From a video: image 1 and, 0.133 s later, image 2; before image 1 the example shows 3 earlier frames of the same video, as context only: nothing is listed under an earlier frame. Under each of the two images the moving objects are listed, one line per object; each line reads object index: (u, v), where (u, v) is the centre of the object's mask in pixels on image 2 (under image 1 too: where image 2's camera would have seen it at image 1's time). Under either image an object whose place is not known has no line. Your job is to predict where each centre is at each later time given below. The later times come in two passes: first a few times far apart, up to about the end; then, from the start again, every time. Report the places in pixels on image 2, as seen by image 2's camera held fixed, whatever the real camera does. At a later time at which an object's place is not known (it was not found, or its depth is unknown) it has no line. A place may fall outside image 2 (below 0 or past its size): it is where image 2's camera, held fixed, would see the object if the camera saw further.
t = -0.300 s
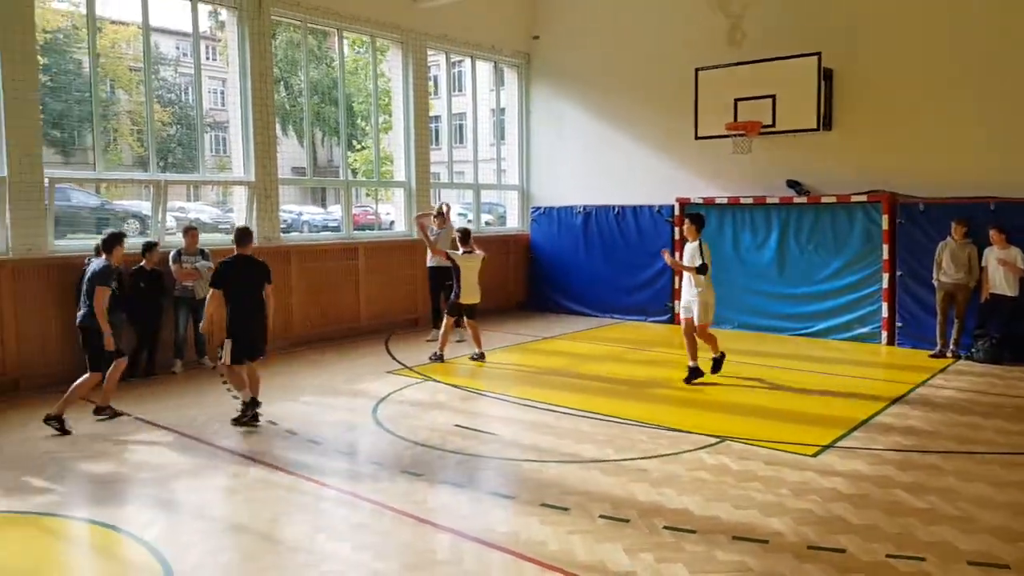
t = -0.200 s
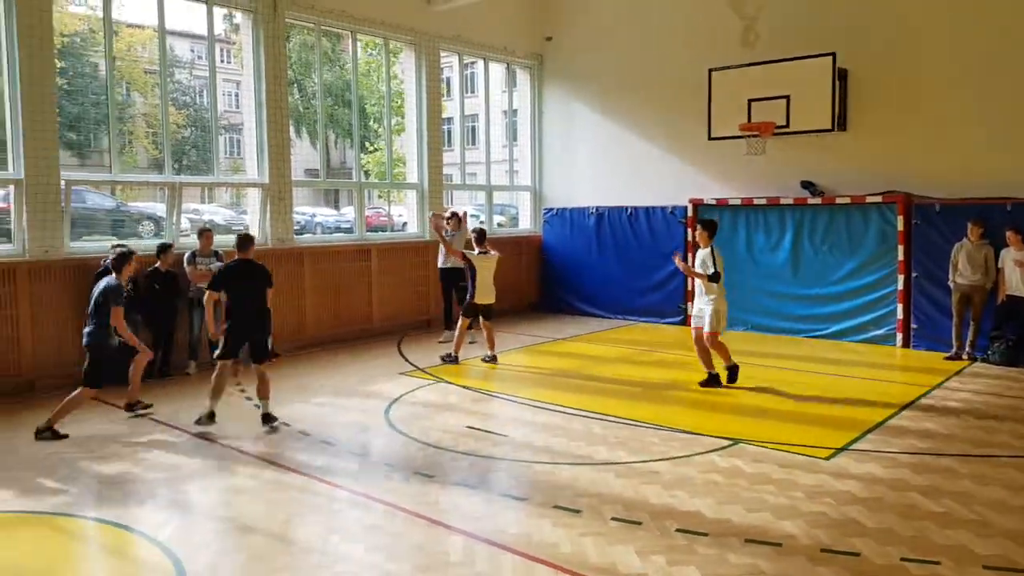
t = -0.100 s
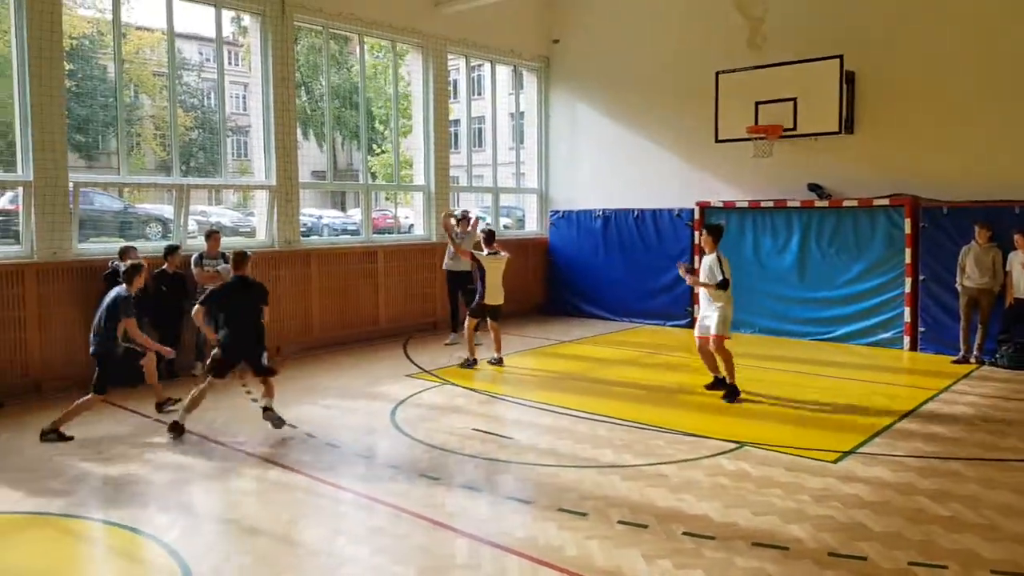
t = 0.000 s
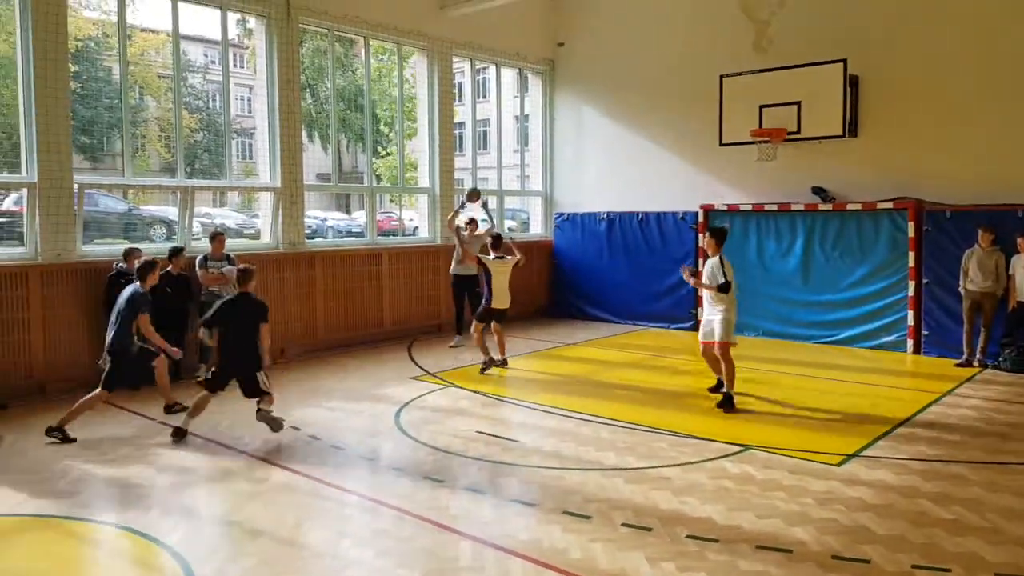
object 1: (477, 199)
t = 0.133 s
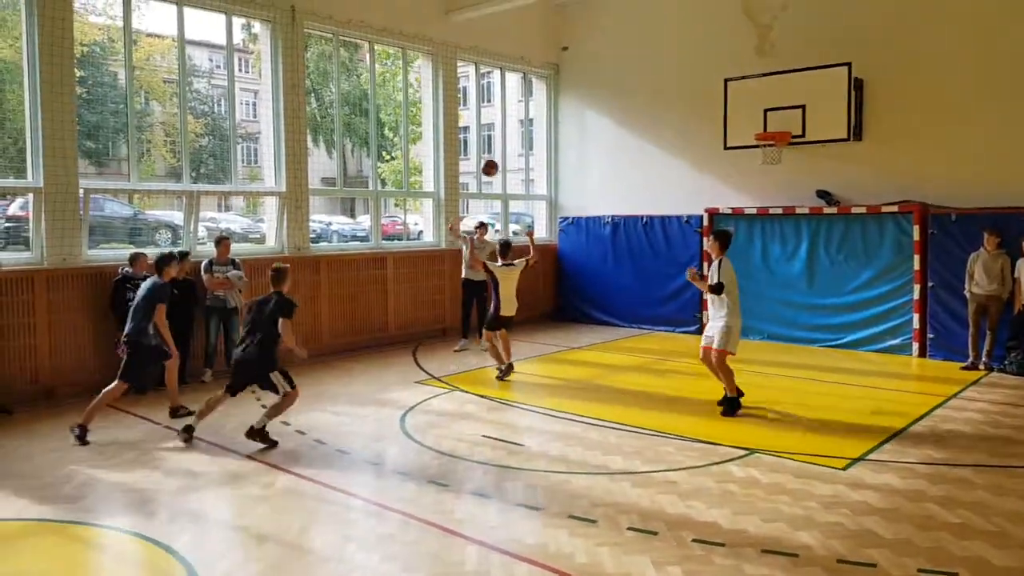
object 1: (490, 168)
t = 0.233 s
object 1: (501, 150)
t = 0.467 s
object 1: (533, 135)
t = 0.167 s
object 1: (493, 161)
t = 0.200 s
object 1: (497, 155)
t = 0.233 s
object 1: (501, 150)
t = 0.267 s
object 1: (505, 146)
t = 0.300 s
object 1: (508, 142)
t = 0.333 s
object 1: (513, 139)
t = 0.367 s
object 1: (517, 136)
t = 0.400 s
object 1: (523, 135)
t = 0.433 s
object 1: (528, 134)
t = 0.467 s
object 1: (533, 135)
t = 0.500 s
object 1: (539, 136)
